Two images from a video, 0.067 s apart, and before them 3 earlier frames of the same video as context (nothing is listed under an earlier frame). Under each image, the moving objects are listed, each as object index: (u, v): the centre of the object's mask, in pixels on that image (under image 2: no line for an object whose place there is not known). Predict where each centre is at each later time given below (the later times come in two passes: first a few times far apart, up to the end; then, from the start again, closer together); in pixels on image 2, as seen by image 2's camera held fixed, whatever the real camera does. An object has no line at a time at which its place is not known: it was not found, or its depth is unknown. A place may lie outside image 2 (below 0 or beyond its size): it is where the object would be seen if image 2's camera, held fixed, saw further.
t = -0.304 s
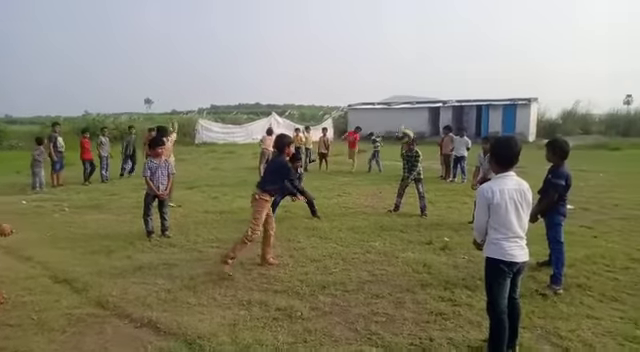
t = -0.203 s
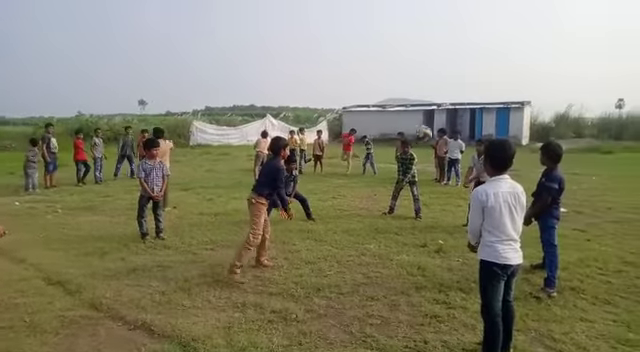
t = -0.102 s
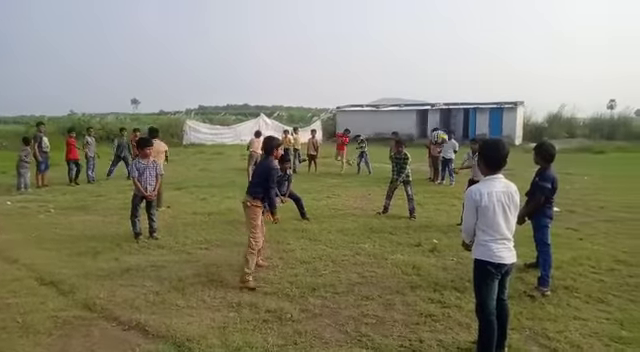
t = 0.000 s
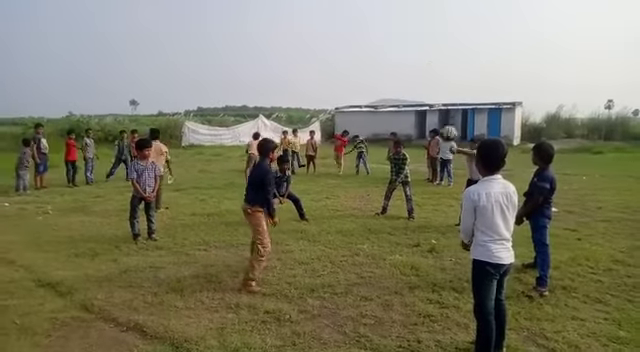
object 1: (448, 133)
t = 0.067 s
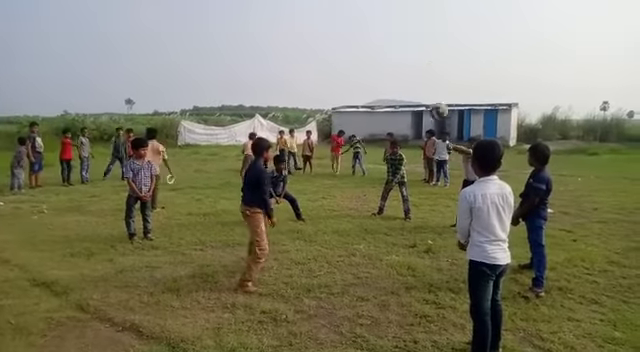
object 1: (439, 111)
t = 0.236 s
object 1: (423, 61)
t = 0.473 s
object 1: (396, 22)
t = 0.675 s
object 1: (365, 30)
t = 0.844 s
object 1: (334, 76)
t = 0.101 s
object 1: (435, 100)
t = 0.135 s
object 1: (432, 90)
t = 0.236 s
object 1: (423, 61)
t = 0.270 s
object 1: (420, 53)
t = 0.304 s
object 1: (416, 46)
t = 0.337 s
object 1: (412, 39)
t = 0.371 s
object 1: (408, 34)
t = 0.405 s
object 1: (404, 29)
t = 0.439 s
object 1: (400, 25)
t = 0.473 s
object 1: (396, 22)
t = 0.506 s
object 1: (392, 20)
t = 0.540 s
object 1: (387, 20)
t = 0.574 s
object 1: (382, 20)
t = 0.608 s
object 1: (377, 22)
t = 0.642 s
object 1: (371, 26)
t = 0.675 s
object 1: (365, 30)
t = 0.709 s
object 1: (359, 37)
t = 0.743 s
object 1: (353, 44)
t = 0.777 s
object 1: (347, 53)
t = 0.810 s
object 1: (341, 64)
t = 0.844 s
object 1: (334, 76)
